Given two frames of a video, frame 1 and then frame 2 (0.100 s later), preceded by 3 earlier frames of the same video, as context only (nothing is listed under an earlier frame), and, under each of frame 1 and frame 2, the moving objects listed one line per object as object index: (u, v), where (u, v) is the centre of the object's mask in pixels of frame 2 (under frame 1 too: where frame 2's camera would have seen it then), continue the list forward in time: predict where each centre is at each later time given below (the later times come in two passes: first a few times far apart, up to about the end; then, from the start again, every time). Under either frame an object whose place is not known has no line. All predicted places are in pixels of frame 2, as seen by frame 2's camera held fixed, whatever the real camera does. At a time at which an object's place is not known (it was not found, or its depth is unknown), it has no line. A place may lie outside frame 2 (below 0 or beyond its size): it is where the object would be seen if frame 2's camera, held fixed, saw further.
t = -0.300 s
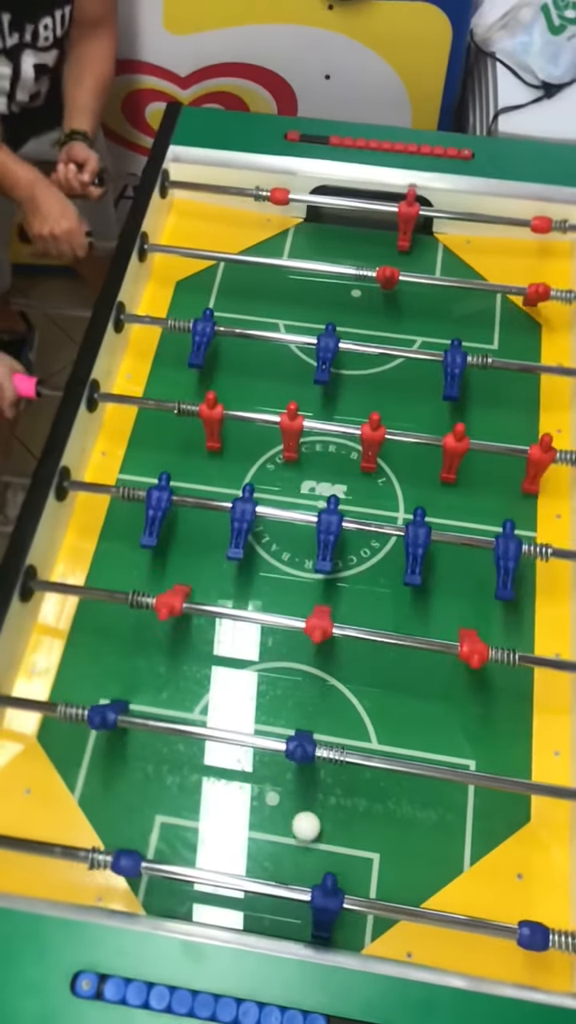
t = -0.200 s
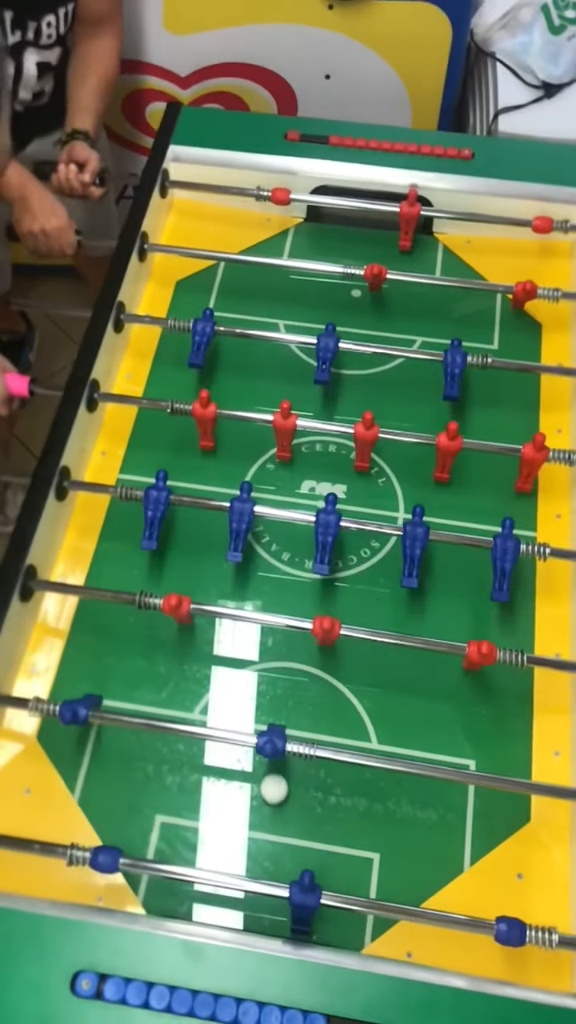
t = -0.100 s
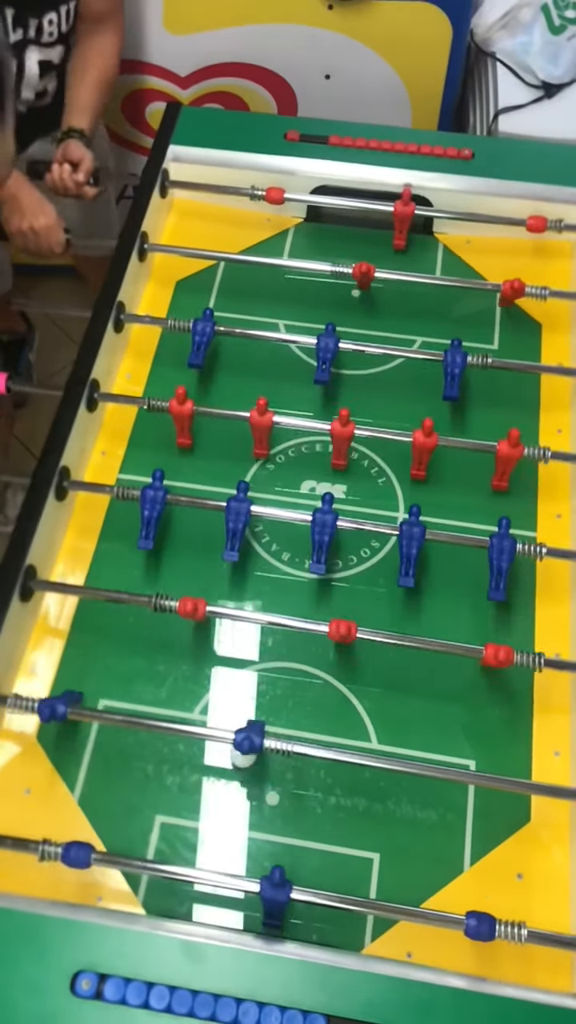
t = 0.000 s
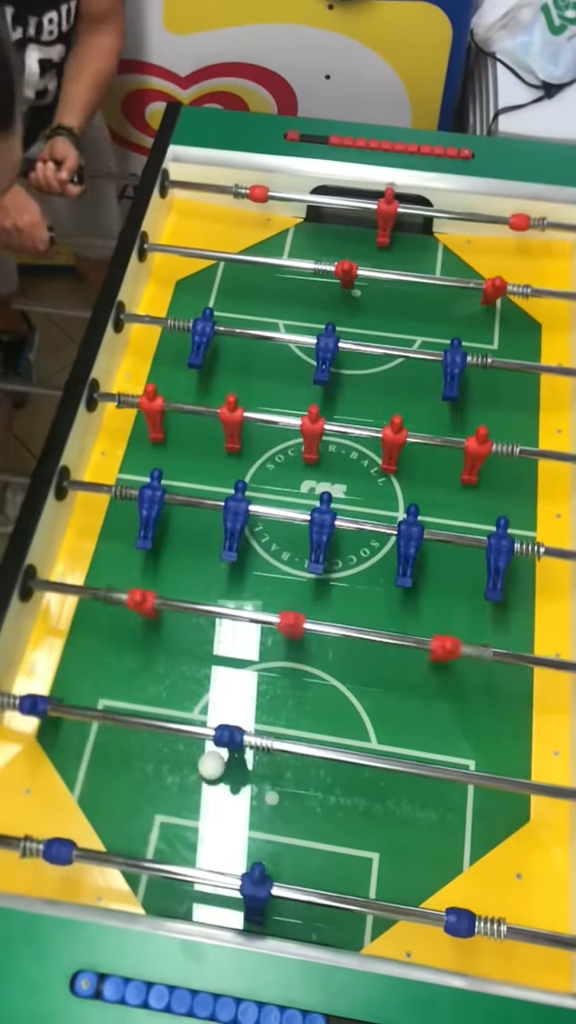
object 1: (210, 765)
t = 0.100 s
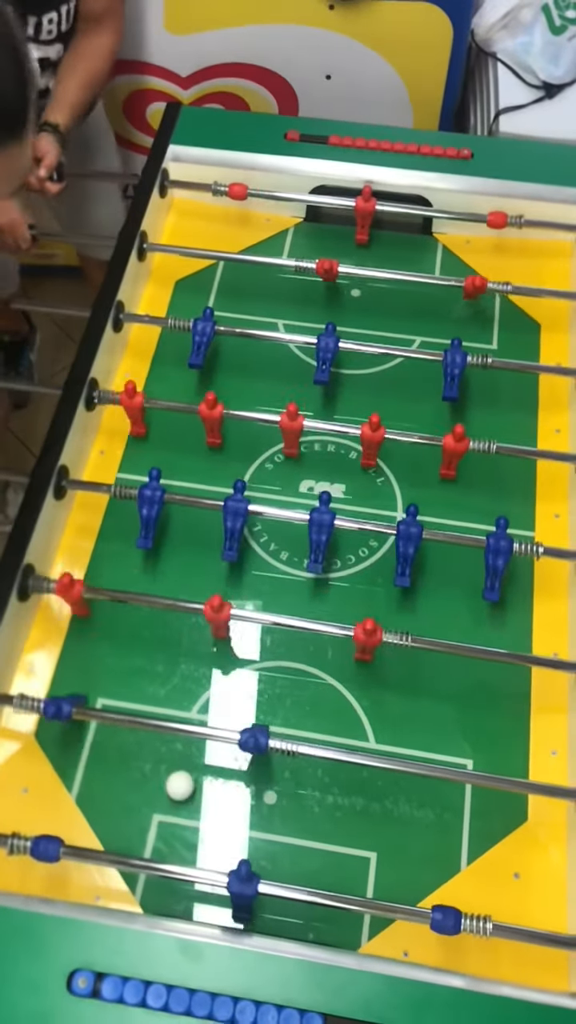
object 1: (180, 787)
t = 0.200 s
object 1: (145, 806)
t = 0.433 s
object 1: (70, 847)
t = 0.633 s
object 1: (23, 869)
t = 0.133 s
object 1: (168, 793)
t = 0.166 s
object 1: (157, 799)
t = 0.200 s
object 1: (145, 806)
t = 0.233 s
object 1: (134, 813)
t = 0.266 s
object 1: (123, 820)
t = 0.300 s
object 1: (112, 827)
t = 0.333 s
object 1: (101, 833)
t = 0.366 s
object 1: (91, 837)
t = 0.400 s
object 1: (82, 839)
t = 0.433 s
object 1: (70, 847)
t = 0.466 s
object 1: (61, 857)
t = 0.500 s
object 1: (51, 864)
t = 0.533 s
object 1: (43, 866)
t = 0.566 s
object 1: (35, 866)
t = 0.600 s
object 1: (28, 868)
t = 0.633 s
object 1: (23, 869)
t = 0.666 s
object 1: (17, 870)
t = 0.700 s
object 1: (13, 871)
